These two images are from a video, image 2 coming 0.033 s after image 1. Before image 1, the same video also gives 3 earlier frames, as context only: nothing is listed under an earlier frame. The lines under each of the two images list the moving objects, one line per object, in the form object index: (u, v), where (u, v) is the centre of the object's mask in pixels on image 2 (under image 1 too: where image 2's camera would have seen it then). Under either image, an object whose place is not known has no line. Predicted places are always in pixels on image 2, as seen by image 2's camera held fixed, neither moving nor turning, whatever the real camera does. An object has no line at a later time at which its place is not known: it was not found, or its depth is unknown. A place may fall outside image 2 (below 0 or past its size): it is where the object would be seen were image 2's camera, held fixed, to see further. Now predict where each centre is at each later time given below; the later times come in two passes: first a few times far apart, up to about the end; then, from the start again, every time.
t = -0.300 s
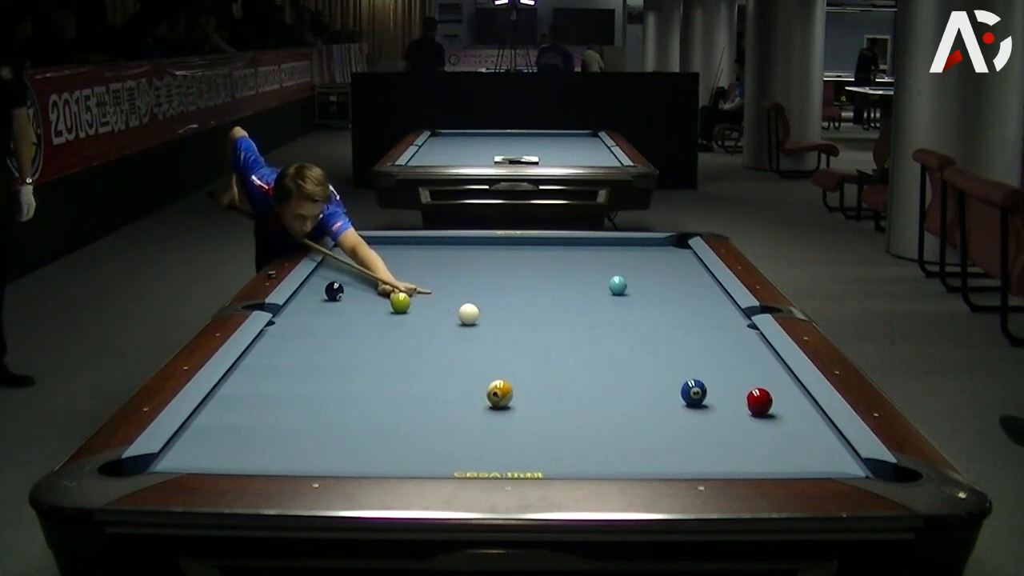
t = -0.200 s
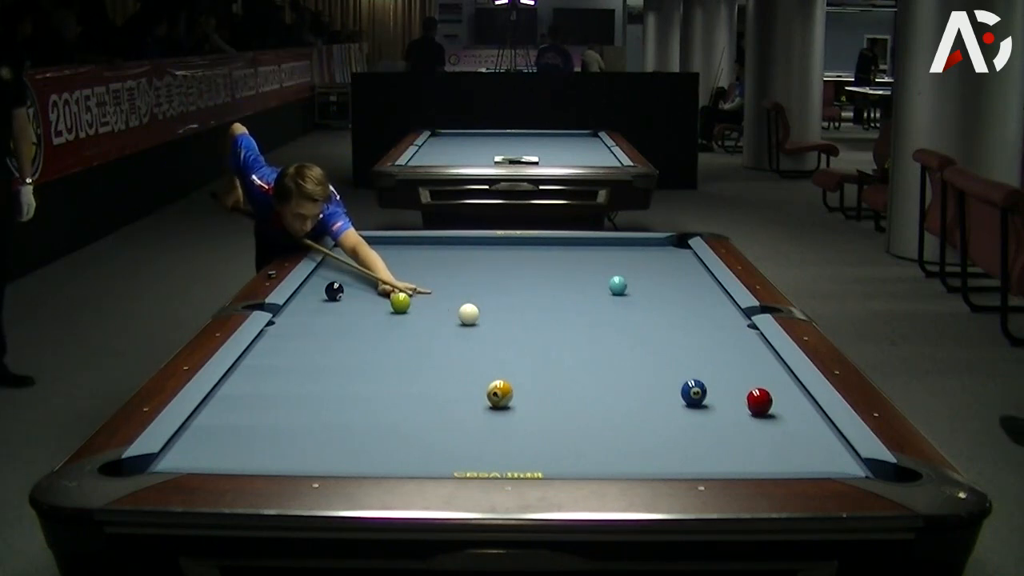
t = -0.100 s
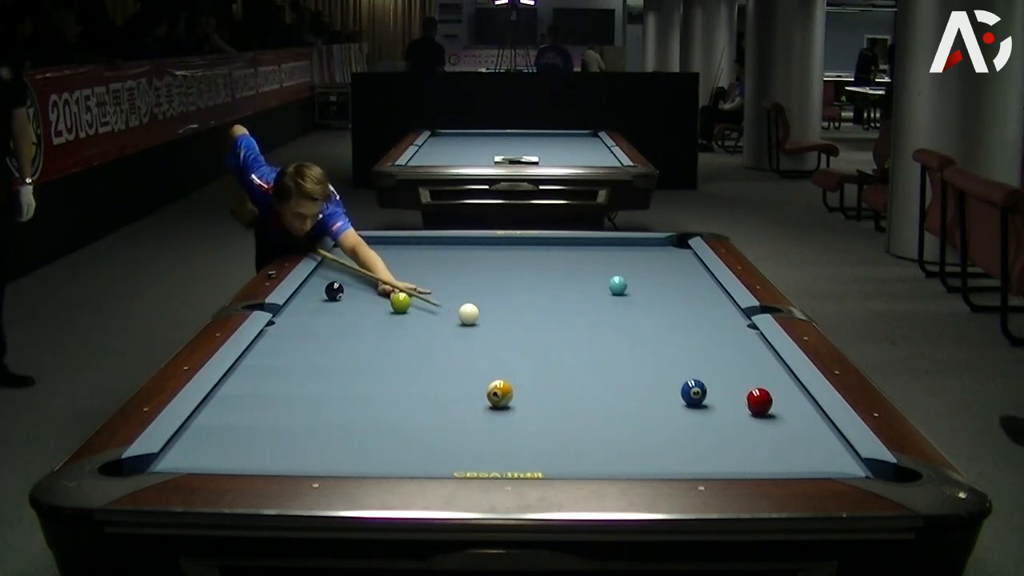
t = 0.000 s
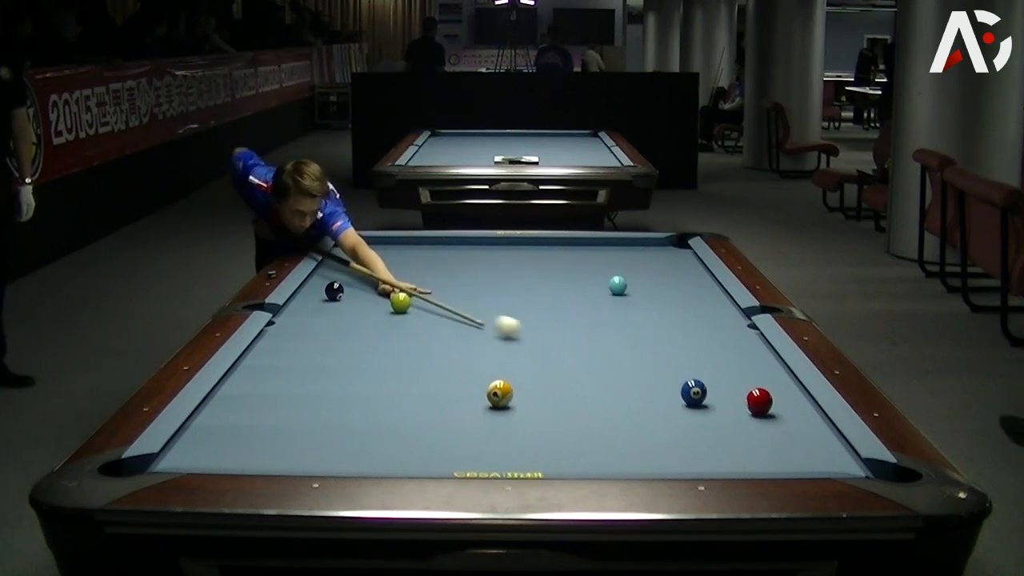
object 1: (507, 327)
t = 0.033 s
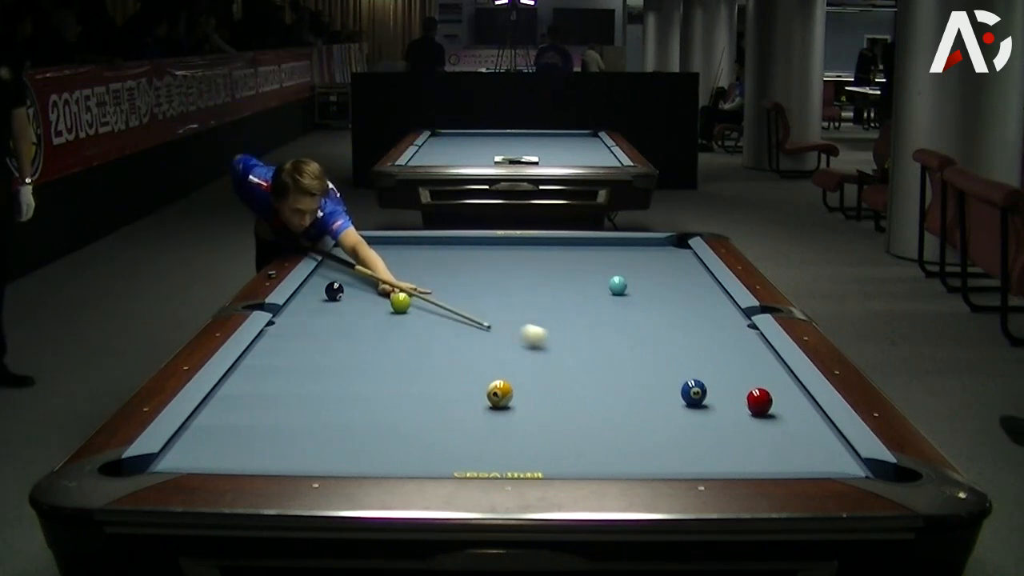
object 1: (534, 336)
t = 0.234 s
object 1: (688, 385)
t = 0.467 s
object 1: (721, 380)
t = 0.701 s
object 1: (749, 374)
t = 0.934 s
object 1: (774, 370)
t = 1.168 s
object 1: (762, 365)
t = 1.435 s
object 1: (744, 358)
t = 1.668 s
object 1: (729, 354)
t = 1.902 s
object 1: (716, 350)
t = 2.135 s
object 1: (704, 346)
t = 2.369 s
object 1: (693, 343)
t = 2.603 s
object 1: (683, 341)
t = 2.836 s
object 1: (675, 338)
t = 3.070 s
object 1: (667, 336)
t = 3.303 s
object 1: (661, 335)
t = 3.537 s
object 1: (656, 333)
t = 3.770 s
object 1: (652, 332)
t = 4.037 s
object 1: (648, 331)
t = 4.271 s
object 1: (646, 331)
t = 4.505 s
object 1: (645, 331)
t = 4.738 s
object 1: (645, 331)
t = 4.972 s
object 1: (645, 331)
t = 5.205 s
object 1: (645, 331)
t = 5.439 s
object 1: (645, 331)
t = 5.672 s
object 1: (645, 331)
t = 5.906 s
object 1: (645, 331)
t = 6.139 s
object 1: (645, 331)
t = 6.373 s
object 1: (645, 331)
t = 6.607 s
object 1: (645, 331)
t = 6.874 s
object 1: (645, 331)
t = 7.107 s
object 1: (645, 330)
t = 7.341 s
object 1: (645, 331)
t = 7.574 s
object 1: (645, 330)
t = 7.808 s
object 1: (645, 331)
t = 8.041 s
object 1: (645, 331)
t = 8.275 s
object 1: (645, 331)
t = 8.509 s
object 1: (645, 331)
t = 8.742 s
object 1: (645, 330)
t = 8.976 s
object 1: (645, 330)
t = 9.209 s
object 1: (645, 330)
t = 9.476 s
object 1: (645, 331)
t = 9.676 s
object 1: (645, 331)
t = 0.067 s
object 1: (561, 345)
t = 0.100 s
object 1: (590, 353)
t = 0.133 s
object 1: (621, 364)
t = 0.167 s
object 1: (651, 375)
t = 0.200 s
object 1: (679, 384)
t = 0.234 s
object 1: (688, 385)
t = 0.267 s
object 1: (695, 384)
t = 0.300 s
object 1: (700, 383)
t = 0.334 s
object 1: (704, 383)
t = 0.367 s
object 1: (709, 382)
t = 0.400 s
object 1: (713, 381)
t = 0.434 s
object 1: (717, 380)
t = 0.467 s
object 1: (721, 380)
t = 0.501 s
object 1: (725, 379)
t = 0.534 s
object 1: (729, 378)
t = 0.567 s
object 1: (733, 377)
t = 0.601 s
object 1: (737, 377)
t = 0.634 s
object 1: (741, 376)
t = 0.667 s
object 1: (745, 375)
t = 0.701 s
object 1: (749, 374)
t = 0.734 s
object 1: (752, 374)
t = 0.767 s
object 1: (756, 373)
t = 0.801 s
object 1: (759, 372)
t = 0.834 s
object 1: (763, 372)
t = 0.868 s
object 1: (766, 371)
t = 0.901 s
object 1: (770, 371)
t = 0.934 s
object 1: (774, 370)
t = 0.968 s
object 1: (776, 369)
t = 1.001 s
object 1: (775, 368)
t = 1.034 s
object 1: (772, 368)
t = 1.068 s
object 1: (769, 367)
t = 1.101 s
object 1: (767, 366)
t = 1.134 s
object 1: (765, 365)
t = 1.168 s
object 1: (762, 365)
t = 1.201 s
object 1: (759, 364)
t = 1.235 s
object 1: (757, 363)
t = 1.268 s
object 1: (755, 362)
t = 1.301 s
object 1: (753, 361)
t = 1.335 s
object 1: (750, 361)
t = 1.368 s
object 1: (748, 360)
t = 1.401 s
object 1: (746, 359)
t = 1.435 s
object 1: (744, 358)
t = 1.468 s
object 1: (742, 358)
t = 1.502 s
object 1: (739, 357)
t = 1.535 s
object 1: (737, 356)
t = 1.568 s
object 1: (735, 356)
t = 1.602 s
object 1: (733, 355)
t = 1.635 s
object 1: (731, 354)
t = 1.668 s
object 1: (729, 354)
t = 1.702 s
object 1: (727, 353)
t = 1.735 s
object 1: (725, 352)
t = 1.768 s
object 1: (723, 352)
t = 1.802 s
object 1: (721, 351)
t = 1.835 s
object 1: (720, 351)
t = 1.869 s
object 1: (718, 350)
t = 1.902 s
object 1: (716, 350)
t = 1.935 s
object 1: (714, 349)
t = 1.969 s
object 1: (712, 349)
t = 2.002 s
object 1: (711, 348)
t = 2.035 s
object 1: (709, 348)
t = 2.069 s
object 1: (707, 347)
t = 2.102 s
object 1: (705, 347)
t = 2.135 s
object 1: (704, 346)
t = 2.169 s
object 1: (702, 346)
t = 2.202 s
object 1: (701, 345)
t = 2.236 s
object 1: (699, 345)
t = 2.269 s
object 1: (698, 344)
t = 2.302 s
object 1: (696, 344)
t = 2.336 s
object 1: (695, 344)
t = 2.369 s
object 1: (693, 343)
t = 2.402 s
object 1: (692, 343)
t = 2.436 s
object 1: (690, 342)
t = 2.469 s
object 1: (689, 342)
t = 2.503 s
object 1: (687, 342)
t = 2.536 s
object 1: (686, 341)
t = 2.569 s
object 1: (685, 341)
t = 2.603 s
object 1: (683, 341)
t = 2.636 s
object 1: (682, 340)
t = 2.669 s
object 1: (681, 340)
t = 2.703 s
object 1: (679, 340)
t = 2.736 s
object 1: (678, 339)
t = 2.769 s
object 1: (677, 339)
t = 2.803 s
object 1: (676, 339)
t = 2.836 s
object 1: (675, 338)
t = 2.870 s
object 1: (674, 338)
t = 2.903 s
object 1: (673, 338)
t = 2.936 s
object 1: (672, 337)
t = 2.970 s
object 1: (670, 337)
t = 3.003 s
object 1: (669, 337)
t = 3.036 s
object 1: (668, 337)
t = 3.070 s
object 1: (667, 336)
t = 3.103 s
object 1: (666, 336)
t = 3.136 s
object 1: (665, 336)
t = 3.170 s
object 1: (665, 336)
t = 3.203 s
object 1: (664, 335)
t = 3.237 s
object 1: (663, 335)
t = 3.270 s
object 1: (662, 335)
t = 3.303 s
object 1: (661, 335)
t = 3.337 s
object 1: (660, 335)
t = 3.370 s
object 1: (659, 334)
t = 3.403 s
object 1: (659, 334)
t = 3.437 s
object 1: (658, 334)
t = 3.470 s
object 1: (657, 334)
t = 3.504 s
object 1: (656, 334)
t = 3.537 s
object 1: (656, 333)
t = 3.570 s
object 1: (655, 333)
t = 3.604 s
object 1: (655, 333)
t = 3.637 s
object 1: (654, 333)
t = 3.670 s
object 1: (653, 333)
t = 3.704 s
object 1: (653, 332)
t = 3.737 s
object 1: (652, 332)
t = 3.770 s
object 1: (652, 332)
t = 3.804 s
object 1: (651, 332)
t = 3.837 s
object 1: (651, 332)
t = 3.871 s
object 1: (650, 332)
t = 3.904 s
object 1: (650, 332)
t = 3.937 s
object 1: (650, 331)
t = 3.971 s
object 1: (649, 331)
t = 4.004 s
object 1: (649, 331)
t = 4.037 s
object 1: (648, 331)
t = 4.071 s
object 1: (648, 331)
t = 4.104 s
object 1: (648, 331)
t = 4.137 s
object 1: (647, 331)
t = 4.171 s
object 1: (647, 331)
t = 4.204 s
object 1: (647, 331)
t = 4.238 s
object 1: (646, 331)
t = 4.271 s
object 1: (646, 331)
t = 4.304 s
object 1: (646, 331)
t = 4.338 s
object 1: (646, 331)
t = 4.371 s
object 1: (646, 331)
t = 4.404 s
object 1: (646, 331)
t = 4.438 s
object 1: (645, 331)
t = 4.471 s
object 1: (645, 331)
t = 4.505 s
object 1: (645, 331)
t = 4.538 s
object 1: (645, 331)
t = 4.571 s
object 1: (645, 331)
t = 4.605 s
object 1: (645, 331)
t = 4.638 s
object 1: (645, 331)
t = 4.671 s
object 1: (645, 331)
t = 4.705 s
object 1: (645, 331)
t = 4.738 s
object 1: (645, 331)
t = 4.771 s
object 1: (645, 331)
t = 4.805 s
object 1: (645, 331)
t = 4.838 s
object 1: (645, 331)
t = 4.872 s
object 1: (645, 331)
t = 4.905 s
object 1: (645, 331)
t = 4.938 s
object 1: (645, 331)
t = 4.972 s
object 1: (645, 331)
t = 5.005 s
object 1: (645, 331)
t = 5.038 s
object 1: (645, 331)
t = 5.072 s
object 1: (645, 331)
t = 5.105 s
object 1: (645, 331)
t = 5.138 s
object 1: (645, 331)
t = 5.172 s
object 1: (645, 331)
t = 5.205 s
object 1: (645, 331)
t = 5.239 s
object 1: (645, 331)
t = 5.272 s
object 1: (645, 331)
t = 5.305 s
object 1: (645, 331)
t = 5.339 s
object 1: (645, 331)
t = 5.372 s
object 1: (645, 331)
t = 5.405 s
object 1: (645, 331)
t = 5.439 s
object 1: (645, 331)
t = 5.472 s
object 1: (645, 331)
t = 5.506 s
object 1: (645, 331)
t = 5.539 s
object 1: (645, 331)
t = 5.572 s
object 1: (645, 331)
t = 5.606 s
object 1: (645, 331)
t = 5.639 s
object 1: (645, 331)
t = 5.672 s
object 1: (645, 331)
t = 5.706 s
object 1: (645, 331)
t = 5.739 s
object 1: (645, 331)
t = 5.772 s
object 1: (645, 331)
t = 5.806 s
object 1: (645, 331)
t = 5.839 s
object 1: (645, 331)
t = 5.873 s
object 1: (645, 331)
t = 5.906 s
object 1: (645, 331)
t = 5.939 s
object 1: (645, 331)
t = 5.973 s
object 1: (645, 331)
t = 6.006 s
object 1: (645, 331)
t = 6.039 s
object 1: (645, 331)
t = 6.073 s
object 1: (645, 331)
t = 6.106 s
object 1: (645, 331)
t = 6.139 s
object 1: (645, 331)
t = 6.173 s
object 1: (645, 331)
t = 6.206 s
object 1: (645, 331)
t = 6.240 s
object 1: (645, 331)
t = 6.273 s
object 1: (645, 331)
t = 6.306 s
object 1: (645, 330)
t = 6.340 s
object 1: (645, 330)
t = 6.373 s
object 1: (645, 331)
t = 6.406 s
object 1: (645, 331)
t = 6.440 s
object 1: (645, 331)
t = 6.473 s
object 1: (645, 331)
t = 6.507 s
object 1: (645, 330)
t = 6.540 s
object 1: (645, 331)
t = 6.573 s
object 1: (645, 331)
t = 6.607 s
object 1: (645, 331)
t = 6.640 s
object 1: (645, 331)
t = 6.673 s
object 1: (645, 331)
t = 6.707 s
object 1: (645, 331)
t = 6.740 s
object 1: (645, 331)
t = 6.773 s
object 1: (645, 331)
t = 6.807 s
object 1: (645, 331)
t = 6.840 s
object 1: (645, 331)
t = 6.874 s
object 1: (645, 331)
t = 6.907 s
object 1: (645, 331)
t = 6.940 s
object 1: (645, 331)
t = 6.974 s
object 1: (645, 331)
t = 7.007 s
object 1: (645, 330)
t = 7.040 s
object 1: (645, 330)
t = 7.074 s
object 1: (645, 330)
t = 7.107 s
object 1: (645, 330)
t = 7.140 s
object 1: (645, 331)
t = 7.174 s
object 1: (645, 331)
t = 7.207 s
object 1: (645, 331)
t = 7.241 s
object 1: (645, 331)
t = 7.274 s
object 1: (645, 331)
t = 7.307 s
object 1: (645, 331)
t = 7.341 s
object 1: (645, 331)
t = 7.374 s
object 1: (645, 331)
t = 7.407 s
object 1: (645, 330)
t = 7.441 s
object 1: (645, 331)
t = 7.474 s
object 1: (645, 330)
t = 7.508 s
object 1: (645, 330)
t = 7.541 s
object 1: (645, 331)
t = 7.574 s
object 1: (645, 330)
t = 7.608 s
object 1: (645, 331)
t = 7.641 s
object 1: (645, 331)
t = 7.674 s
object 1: (645, 331)
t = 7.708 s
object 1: (645, 331)
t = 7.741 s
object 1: (645, 331)
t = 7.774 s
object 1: (645, 331)
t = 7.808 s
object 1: (645, 331)
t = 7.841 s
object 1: (645, 331)
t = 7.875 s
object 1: (645, 331)
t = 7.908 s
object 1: (645, 331)
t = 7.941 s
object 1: (645, 331)
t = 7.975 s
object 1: (645, 331)
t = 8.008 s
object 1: (645, 331)
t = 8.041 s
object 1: (645, 331)
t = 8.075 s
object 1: (645, 331)
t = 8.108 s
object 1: (645, 331)
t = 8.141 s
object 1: (645, 331)
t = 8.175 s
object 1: (645, 331)
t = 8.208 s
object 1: (645, 330)
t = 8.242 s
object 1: (645, 330)
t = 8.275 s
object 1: (645, 331)
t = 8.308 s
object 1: (645, 331)
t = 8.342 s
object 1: (645, 331)
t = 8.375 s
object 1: (645, 331)
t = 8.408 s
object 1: (645, 331)
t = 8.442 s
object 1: (645, 331)
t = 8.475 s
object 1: (645, 331)
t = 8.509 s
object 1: (645, 331)
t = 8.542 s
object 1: (645, 331)
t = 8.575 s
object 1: (645, 331)
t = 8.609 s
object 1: (645, 331)
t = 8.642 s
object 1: (645, 331)
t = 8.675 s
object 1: (645, 331)
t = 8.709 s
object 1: (645, 330)
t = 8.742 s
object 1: (645, 330)
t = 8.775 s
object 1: (645, 330)
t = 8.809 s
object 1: (645, 330)
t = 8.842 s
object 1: (645, 330)
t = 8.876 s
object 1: (645, 330)
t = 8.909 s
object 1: (645, 330)
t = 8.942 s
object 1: (645, 330)
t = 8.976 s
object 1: (645, 330)
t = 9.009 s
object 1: (646, 330)
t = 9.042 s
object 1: (645, 330)
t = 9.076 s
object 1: (645, 330)
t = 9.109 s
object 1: (645, 330)
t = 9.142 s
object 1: (645, 330)
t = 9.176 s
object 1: (645, 330)
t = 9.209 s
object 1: (645, 330)
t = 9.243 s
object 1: (645, 331)
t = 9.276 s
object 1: (645, 331)
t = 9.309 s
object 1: (645, 331)
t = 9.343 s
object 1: (645, 331)
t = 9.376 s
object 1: (645, 331)
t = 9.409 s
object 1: (645, 331)
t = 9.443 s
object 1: (645, 331)
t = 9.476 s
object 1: (645, 331)
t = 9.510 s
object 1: (645, 331)
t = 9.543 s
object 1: (645, 331)
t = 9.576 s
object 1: (645, 331)
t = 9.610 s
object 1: (645, 331)
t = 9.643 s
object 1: (645, 331)
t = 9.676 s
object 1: (645, 331)
